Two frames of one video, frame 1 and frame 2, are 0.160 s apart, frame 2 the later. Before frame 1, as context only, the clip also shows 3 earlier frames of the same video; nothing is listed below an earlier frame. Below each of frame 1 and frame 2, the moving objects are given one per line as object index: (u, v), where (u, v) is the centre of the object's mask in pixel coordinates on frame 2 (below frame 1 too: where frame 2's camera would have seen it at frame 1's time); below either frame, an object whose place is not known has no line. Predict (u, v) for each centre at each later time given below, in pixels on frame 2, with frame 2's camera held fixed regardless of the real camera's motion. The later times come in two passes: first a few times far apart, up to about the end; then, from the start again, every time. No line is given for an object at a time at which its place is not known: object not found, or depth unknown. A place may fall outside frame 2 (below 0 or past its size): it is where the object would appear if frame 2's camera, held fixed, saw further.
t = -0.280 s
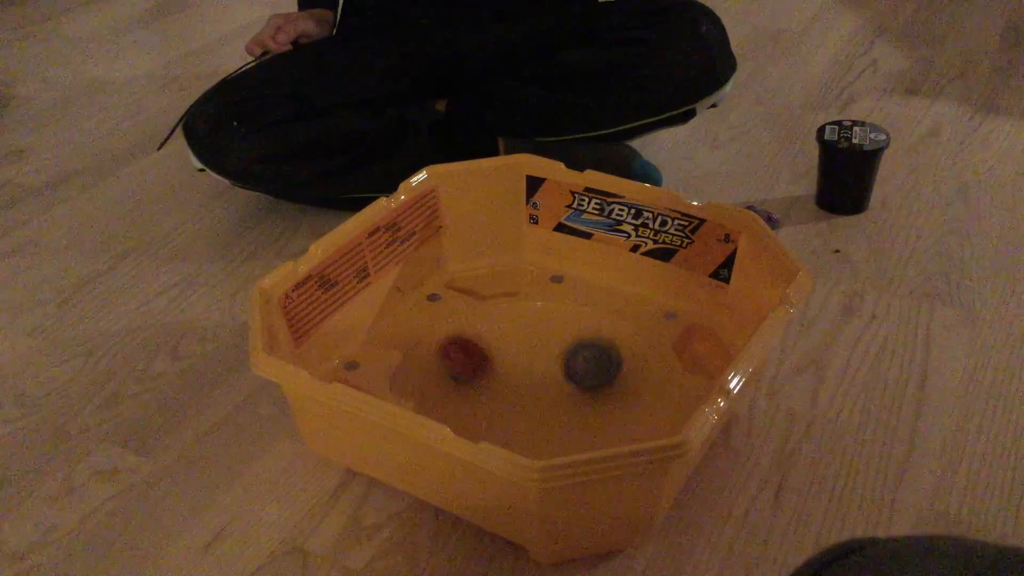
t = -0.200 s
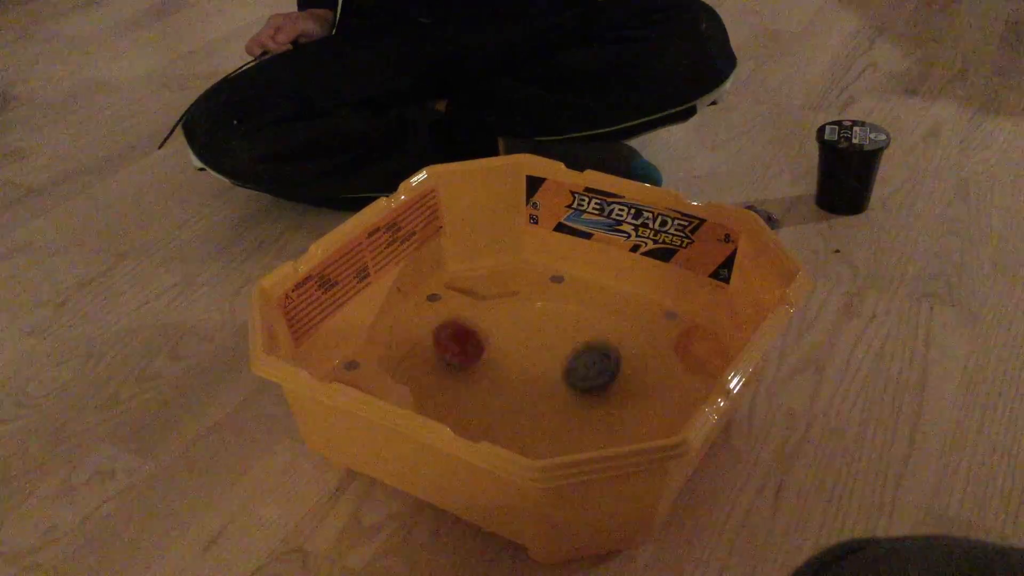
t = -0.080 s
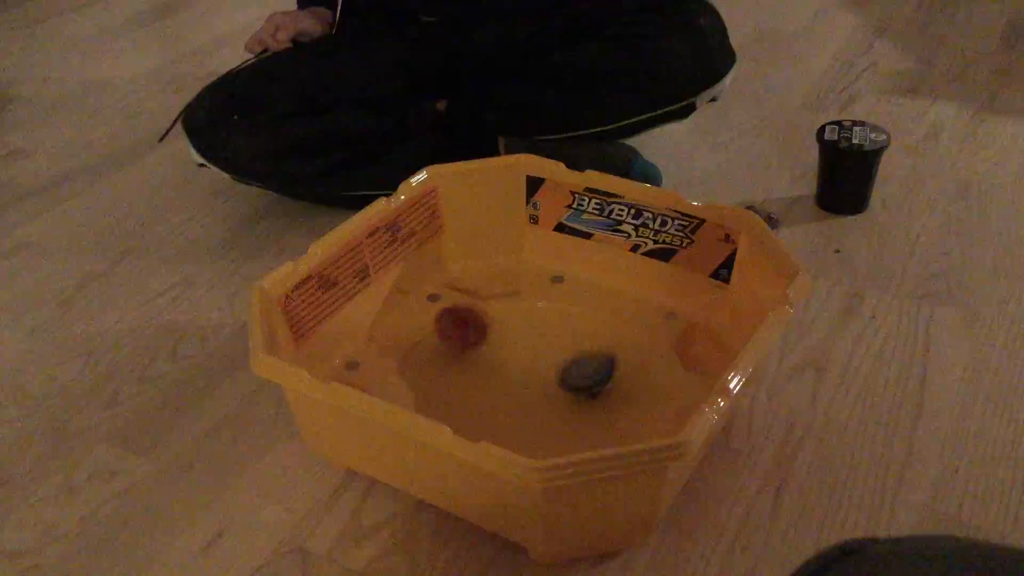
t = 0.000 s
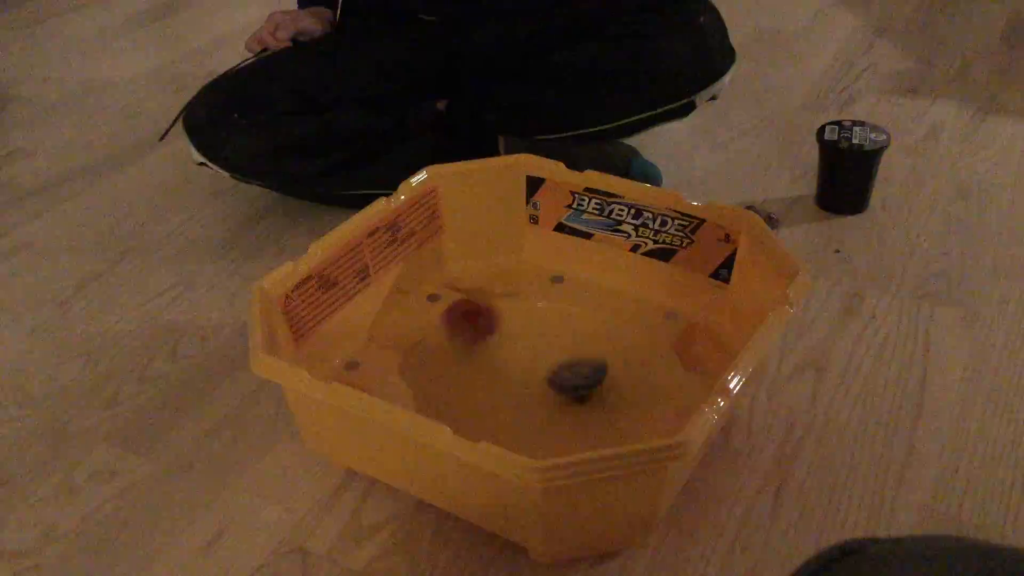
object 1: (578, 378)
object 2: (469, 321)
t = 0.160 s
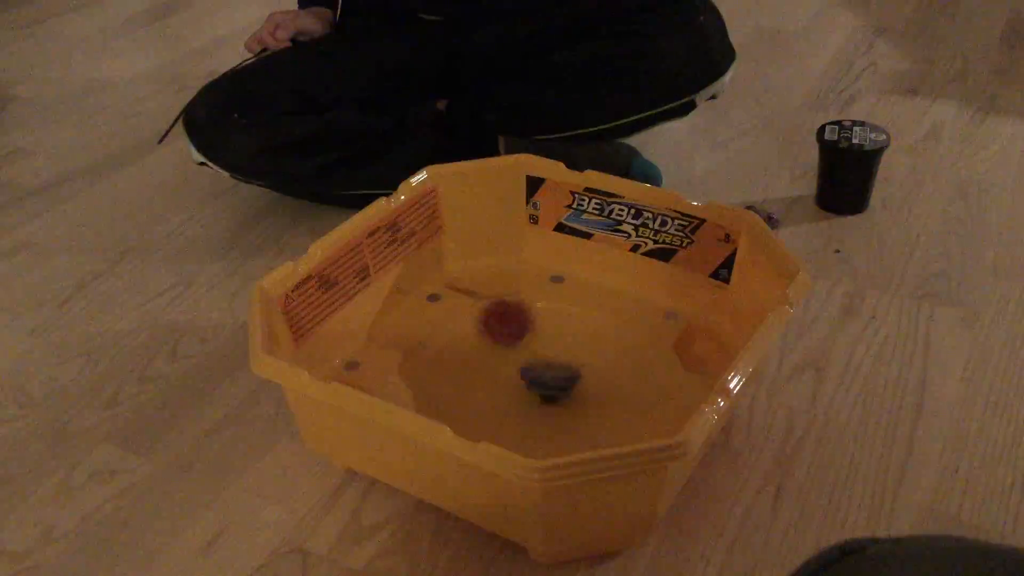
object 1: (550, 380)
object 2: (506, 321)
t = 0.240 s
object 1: (538, 377)
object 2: (528, 329)
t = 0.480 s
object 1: (516, 390)
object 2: (582, 323)
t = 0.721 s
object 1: (528, 390)
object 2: (591, 363)
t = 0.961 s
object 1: (484, 388)
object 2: (570, 393)
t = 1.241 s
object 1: (485, 372)
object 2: (542, 381)
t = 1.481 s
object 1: (486, 363)
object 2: (562, 376)
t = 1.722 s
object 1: (491, 373)
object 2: (577, 390)
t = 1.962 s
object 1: (494, 372)
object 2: (549, 396)
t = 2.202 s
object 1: (490, 370)
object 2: (532, 383)
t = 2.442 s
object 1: (495, 371)
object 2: (544, 394)
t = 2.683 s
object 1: (495, 370)
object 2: (537, 399)
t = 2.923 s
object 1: (498, 370)
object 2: (541, 399)
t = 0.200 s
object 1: (543, 378)
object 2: (515, 326)
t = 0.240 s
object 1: (538, 377)
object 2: (528, 329)
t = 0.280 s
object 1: (531, 385)
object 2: (540, 320)
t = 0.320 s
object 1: (525, 390)
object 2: (550, 318)
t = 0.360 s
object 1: (520, 393)
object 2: (560, 317)
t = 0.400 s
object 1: (516, 393)
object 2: (568, 317)
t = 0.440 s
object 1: (515, 392)
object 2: (574, 319)
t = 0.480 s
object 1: (516, 390)
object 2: (582, 323)
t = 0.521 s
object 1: (519, 389)
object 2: (586, 325)
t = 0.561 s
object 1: (521, 390)
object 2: (590, 334)
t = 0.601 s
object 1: (521, 389)
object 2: (594, 340)
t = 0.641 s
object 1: (523, 389)
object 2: (595, 347)
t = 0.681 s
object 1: (525, 388)
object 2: (593, 356)
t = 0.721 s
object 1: (528, 390)
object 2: (591, 363)
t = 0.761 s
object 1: (529, 391)
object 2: (587, 370)
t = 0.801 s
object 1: (528, 392)
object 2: (581, 378)
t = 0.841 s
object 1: (519, 393)
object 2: (582, 384)
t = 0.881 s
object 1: (505, 394)
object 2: (582, 388)
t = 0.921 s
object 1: (494, 389)
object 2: (579, 391)
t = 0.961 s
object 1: (484, 388)
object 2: (570, 393)
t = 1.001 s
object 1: (478, 383)
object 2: (561, 394)
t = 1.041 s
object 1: (474, 383)
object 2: (555, 395)
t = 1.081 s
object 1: (475, 381)
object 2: (549, 394)
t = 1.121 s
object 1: (478, 377)
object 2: (545, 391)
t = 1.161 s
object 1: (483, 377)
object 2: (540, 386)
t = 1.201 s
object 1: (485, 375)
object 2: (538, 383)
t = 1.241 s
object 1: (485, 372)
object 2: (542, 381)
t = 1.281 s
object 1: (485, 367)
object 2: (544, 382)
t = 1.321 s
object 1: (484, 364)
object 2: (542, 379)
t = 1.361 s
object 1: (483, 362)
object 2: (546, 376)
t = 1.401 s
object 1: (482, 361)
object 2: (549, 373)
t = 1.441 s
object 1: (483, 362)
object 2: (557, 374)
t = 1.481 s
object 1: (486, 363)
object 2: (562, 376)
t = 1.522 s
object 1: (487, 364)
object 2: (567, 377)
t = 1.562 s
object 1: (487, 365)
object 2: (570, 380)
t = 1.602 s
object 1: (488, 365)
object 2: (575, 382)
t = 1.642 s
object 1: (489, 367)
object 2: (576, 386)
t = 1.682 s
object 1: (491, 371)
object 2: (577, 387)
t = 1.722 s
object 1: (491, 373)
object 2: (577, 390)
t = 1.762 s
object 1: (492, 374)
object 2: (574, 392)
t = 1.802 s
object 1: (492, 374)
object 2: (573, 394)
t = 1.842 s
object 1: (492, 375)
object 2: (568, 395)
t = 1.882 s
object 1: (493, 374)
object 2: (561, 396)
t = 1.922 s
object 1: (494, 373)
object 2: (553, 397)
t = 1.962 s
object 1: (494, 372)
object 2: (549, 396)
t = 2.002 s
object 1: (494, 373)
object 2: (545, 396)
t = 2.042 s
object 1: (495, 373)
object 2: (542, 395)
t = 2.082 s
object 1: (493, 371)
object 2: (537, 392)
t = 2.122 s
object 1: (491, 371)
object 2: (532, 388)
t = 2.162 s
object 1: (491, 371)
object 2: (531, 384)
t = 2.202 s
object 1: (490, 370)
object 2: (532, 383)
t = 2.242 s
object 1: (490, 370)
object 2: (532, 382)
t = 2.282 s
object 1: (490, 369)
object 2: (536, 384)
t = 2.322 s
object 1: (491, 369)
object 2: (539, 387)
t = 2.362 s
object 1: (494, 370)
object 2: (541, 389)
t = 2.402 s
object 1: (495, 370)
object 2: (544, 392)
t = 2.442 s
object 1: (495, 371)
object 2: (544, 394)
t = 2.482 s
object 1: (495, 370)
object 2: (541, 396)
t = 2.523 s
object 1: (495, 371)
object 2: (541, 396)
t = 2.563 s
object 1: (495, 371)
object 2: (540, 398)
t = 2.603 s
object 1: (495, 371)
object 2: (540, 398)
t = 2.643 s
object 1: (495, 370)
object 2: (538, 399)
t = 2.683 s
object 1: (495, 370)
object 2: (537, 399)
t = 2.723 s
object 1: (494, 369)
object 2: (536, 399)
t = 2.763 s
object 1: (494, 369)
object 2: (537, 400)
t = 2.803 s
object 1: (494, 369)
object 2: (538, 399)
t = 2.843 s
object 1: (495, 370)
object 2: (538, 399)
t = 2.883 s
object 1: (496, 368)
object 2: (539, 398)
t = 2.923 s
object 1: (498, 370)
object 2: (541, 399)
